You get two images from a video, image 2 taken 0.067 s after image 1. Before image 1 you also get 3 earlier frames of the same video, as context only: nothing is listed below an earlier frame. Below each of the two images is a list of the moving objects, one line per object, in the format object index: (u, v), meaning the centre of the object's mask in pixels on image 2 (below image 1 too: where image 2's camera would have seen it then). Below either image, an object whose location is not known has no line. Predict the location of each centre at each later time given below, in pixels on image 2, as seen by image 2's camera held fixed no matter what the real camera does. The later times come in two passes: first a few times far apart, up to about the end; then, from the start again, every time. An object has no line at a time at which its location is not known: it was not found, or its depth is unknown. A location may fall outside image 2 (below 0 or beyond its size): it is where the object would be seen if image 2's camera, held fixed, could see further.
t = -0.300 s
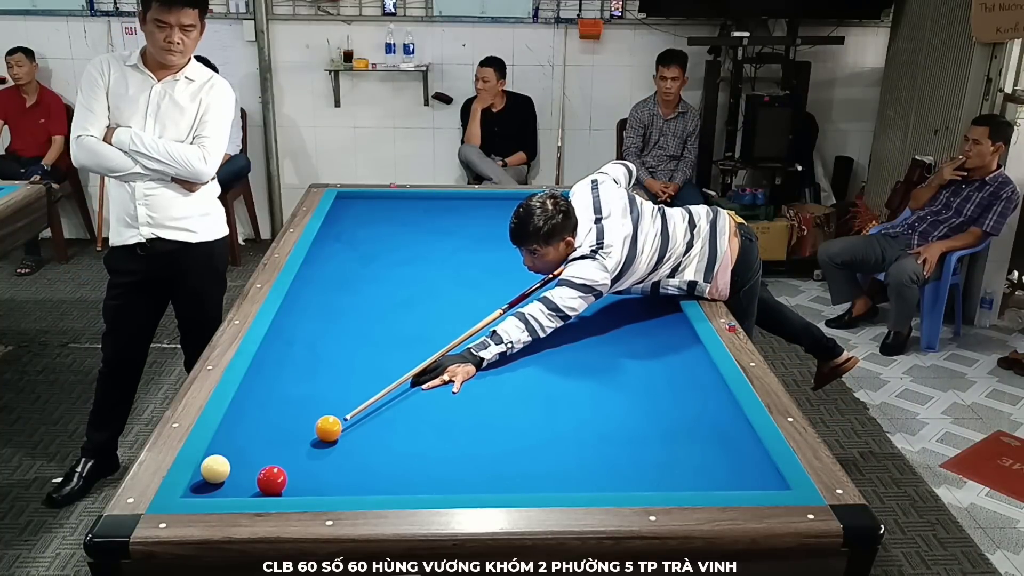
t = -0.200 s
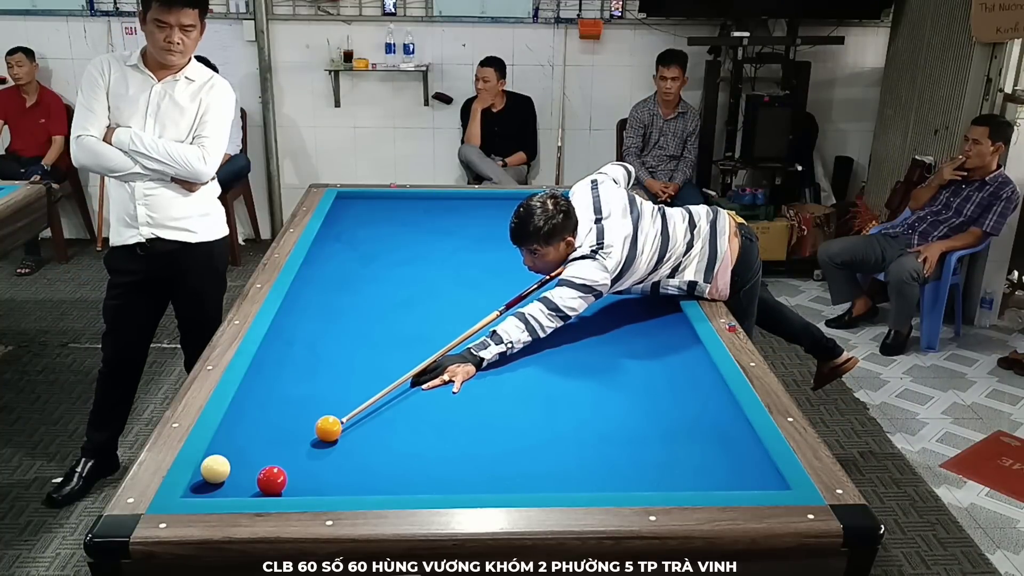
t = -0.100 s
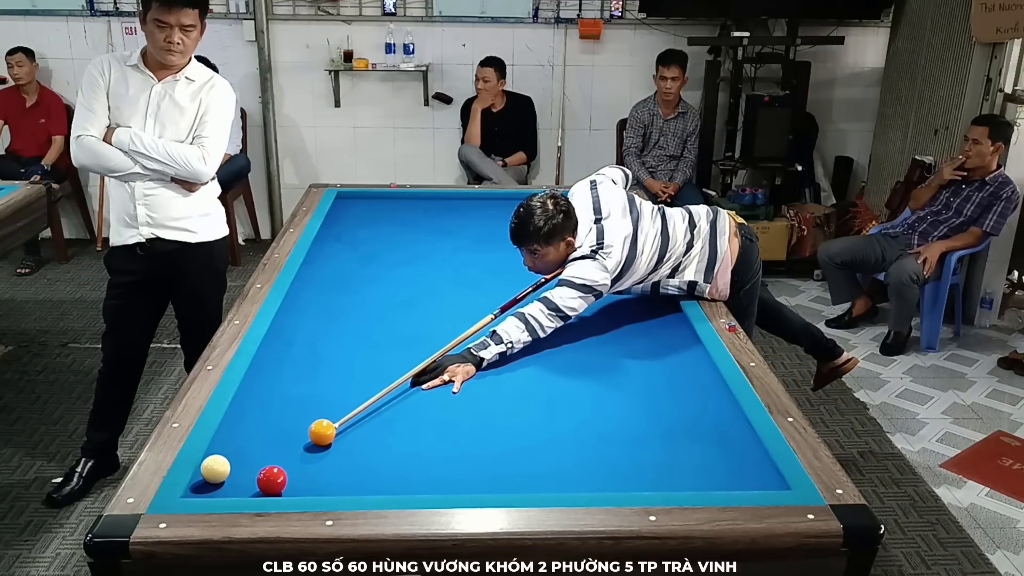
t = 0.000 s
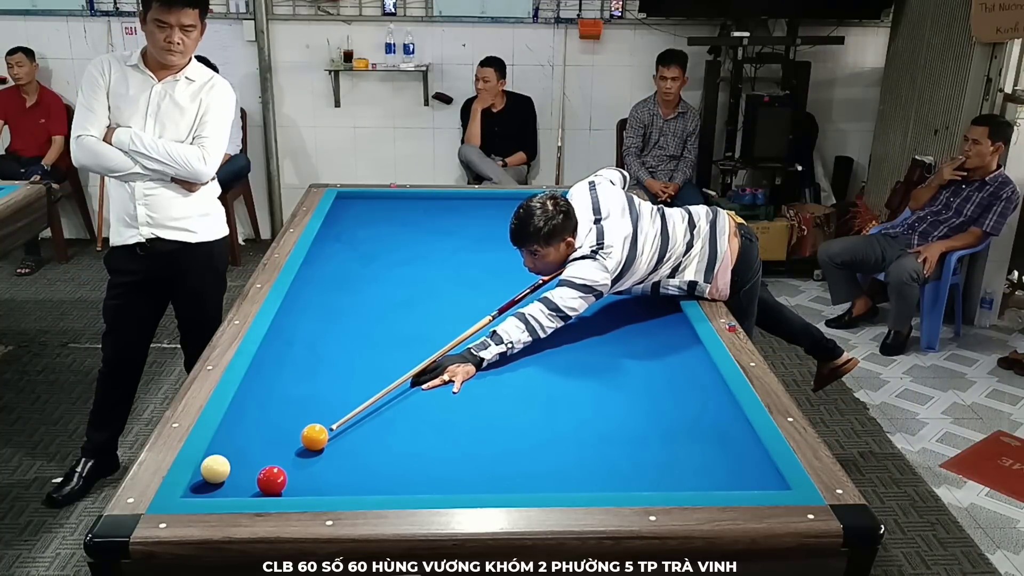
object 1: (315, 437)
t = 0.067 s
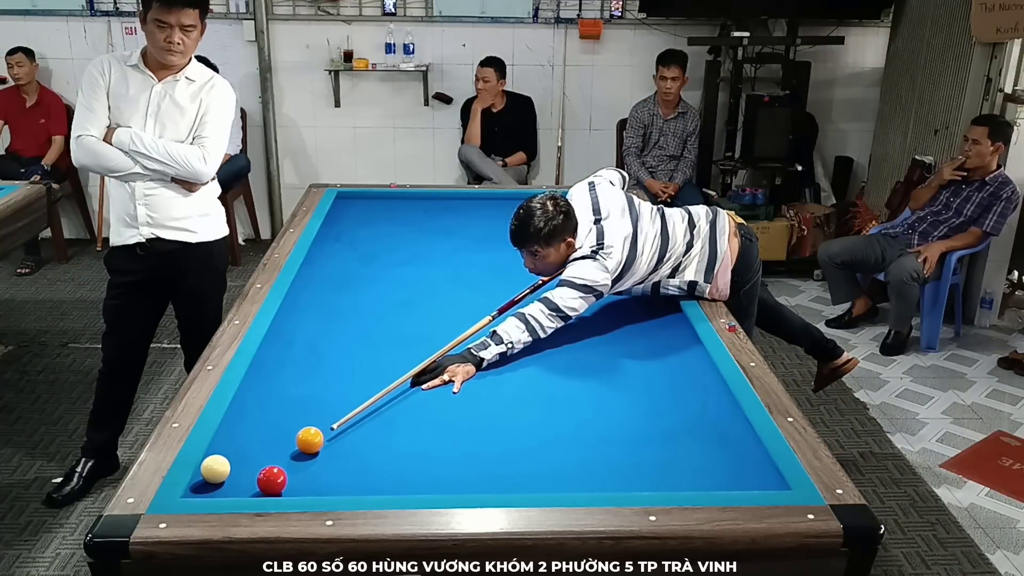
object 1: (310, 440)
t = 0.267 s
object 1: (295, 449)
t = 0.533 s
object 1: (276, 458)
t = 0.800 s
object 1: (254, 468)
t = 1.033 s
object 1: (239, 475)
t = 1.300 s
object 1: (229, 481)
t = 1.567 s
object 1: (219, 486)
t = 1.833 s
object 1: (211, 489)
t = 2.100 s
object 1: (208, 489)
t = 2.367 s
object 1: (206, 488)
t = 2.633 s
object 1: (205, 487)
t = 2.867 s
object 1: (204, 487)
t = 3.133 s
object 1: (205, 487)
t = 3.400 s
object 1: (205, 487)
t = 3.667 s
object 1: (205, 487)
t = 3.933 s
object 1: (205, 487)
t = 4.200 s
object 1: (205, 487)
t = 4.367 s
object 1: (205, 487)
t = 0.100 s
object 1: (307, 441)
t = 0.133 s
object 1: (305, 443)
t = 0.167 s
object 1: (302, 444)
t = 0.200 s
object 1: (300, 446)
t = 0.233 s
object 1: (297, 447)
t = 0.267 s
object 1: (295, 449)
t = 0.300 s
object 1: (293, 450)
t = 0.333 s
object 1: (290, 452)
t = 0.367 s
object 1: (288, 453)
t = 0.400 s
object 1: (285, 455)
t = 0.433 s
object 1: (283, 456)
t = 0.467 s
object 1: (281, 457)
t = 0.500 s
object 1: (279, 457)
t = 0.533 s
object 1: (276, 458)
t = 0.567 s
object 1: (273, 459)
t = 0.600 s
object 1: (270, 460)
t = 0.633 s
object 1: (267, 461)
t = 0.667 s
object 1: (264, 463)
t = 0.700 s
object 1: (261, 464)
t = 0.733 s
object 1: (259, 465)
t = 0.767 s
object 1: (256, 467)
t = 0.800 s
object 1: (254, 468)
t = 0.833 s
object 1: (252, 469)
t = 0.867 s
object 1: (250, 470)
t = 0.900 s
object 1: (248, 471)
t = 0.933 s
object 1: (246, 472)
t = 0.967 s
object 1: (243, 473)
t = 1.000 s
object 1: (241, 474)
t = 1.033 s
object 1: (239, 475)
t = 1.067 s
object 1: (238, 475)
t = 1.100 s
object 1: (237, 476)
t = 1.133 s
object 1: (236, 477)
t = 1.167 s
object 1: (234, 478)
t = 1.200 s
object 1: (233, 479)
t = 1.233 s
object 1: (232, 480)
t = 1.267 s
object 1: (230, 481)
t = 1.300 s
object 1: (229, 481)
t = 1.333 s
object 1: (228, 482)
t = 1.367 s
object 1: (227, 483)
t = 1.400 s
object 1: (225, 483)
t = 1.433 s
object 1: (224, 484)
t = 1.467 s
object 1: (223, 485)
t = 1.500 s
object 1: (222, 485)
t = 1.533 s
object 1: (221, 486)
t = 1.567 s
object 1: (219, 486)
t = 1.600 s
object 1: (218, 486)
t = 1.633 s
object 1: (217, 487)
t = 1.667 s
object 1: (216, 487)
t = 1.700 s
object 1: (215, 488)
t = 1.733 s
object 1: (214, 488)
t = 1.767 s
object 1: (213, 489)
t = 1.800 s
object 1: (212, 489)
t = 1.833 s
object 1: (211, 489)
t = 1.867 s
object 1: (210, 490)
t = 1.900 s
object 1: (209, 490)
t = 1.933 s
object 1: (208, 490)
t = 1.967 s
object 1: (208, 490)
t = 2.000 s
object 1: (208, 490)
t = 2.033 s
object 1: (208, 490)
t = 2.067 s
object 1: (208, 489)
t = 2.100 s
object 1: (208, 489)
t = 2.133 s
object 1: (207, 489)
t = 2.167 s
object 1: (207, 489)
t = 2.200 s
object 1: (207, 489)
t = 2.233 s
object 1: (207, 489)
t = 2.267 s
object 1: (207, 489)
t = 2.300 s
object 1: (207, 488)
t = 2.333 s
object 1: (206, 488)
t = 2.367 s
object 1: (206, 488)
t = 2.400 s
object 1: (206, 488)
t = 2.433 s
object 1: (206, 488)
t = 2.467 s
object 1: (206, 488)
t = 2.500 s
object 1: (205, 488)
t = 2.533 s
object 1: (205, 488)
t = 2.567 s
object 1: (205, 488)
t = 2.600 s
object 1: (205, 487)
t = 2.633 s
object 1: (205, 487)
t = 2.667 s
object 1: (205, 487)
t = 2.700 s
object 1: (205, 487)
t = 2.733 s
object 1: (205, 487)
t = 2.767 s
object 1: (204, 487)
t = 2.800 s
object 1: (204, 487)
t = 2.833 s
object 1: (204, 487)
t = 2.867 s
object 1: (204, 487)
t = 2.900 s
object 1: (204, 487)
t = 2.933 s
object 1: (204, 487)
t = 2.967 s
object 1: (204, 487)
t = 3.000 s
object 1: (204, 487)
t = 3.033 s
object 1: (204, 487)
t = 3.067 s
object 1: (204, 487)
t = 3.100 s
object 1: (204, 487)
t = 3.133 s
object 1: (205, 487)
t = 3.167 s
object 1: (205, 487)
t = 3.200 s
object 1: (205, 487)
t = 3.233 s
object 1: (205, 487)
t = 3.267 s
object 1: (205, 487)
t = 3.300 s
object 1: (205, 487)
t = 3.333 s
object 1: (205, 487)
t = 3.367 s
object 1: (205, 487)
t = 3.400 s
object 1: (205, 487)
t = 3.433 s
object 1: (205, 487)
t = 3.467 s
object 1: (205, 487)
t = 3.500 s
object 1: (205, 487)
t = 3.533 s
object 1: (205, 487)
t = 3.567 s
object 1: (205, 487)
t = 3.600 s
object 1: (205, 487)
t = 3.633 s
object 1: (205, 487)
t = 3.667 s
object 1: (205, 487)
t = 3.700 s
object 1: (205, 487)
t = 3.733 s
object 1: (205, 487)
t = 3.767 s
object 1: (205, 487)
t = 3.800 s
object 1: (205, 487)
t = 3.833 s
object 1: (205, 487)
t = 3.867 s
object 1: (205, 487)
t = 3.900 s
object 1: (205, 487)
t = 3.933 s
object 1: (205, 487)
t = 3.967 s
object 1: (205, 487)
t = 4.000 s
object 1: (205, 487)
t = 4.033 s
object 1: (205, 487)
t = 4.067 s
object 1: (205, 487)
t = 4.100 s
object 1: (205, 487)
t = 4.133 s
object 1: (205, 487)
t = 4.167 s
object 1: (205, 487)
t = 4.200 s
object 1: (205, 487)
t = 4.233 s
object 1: (205, 487)
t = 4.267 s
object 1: (205, 487)
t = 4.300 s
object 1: (205, 487)
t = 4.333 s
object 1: (205, 487)
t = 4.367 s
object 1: (205, 487)
